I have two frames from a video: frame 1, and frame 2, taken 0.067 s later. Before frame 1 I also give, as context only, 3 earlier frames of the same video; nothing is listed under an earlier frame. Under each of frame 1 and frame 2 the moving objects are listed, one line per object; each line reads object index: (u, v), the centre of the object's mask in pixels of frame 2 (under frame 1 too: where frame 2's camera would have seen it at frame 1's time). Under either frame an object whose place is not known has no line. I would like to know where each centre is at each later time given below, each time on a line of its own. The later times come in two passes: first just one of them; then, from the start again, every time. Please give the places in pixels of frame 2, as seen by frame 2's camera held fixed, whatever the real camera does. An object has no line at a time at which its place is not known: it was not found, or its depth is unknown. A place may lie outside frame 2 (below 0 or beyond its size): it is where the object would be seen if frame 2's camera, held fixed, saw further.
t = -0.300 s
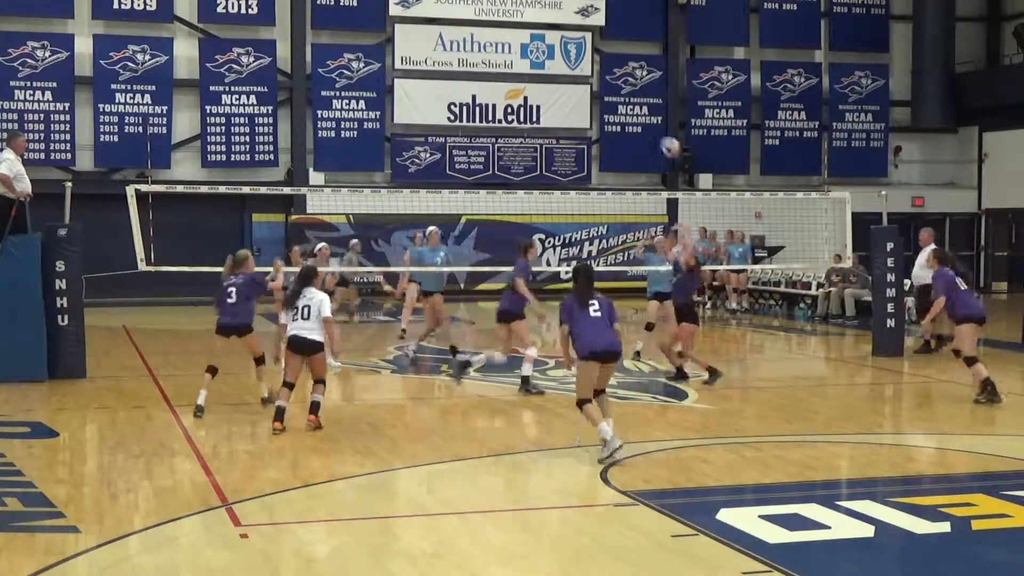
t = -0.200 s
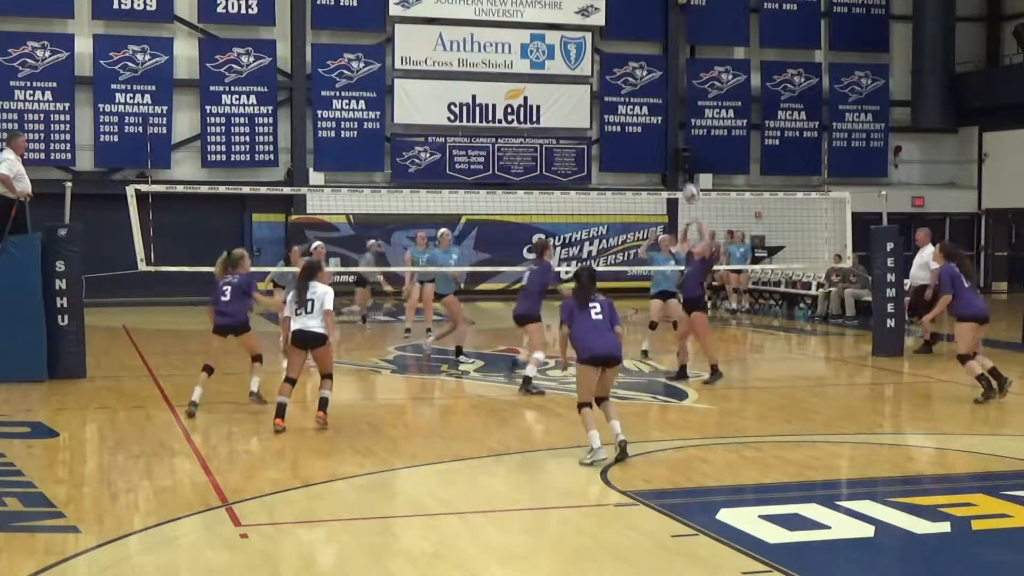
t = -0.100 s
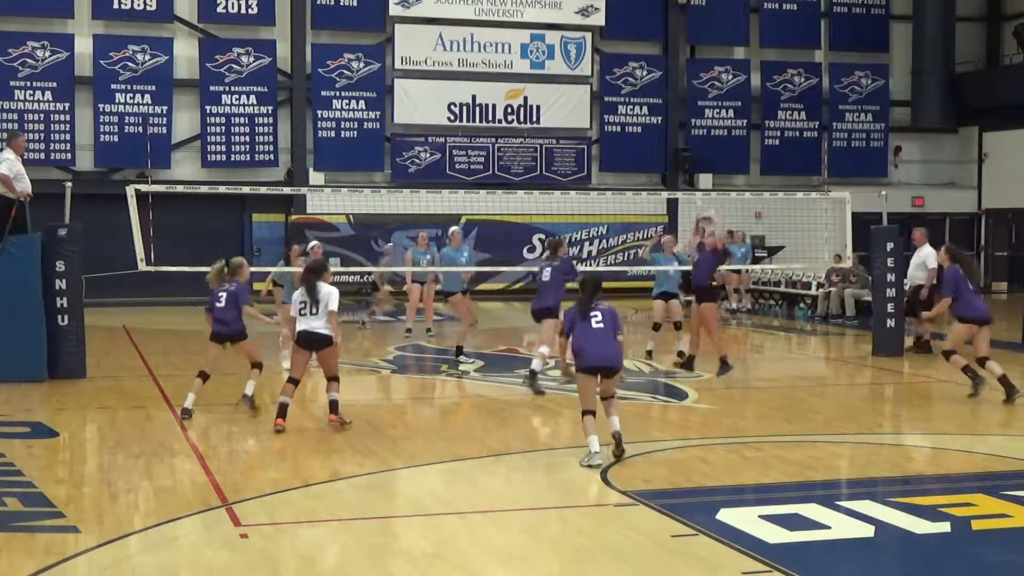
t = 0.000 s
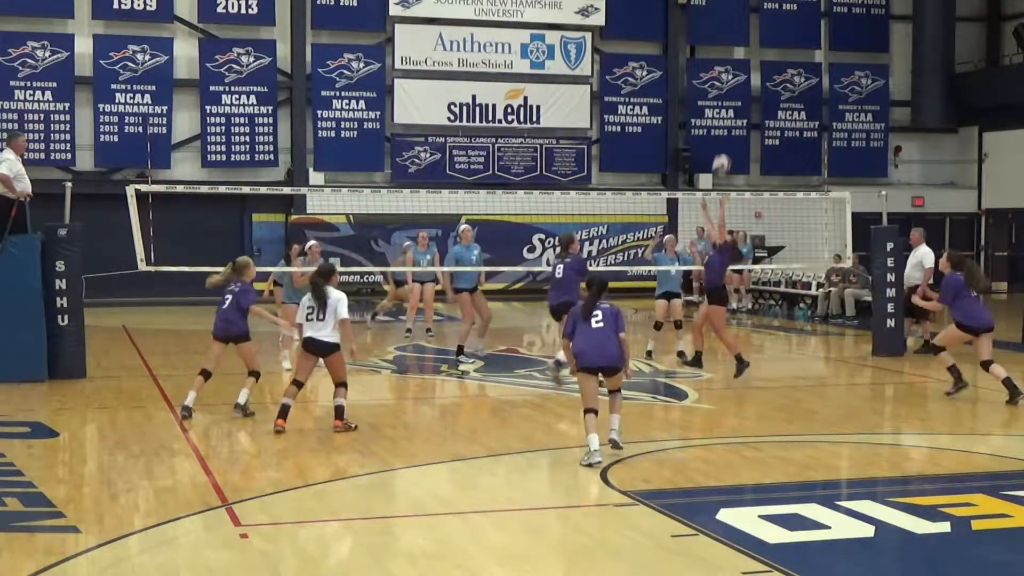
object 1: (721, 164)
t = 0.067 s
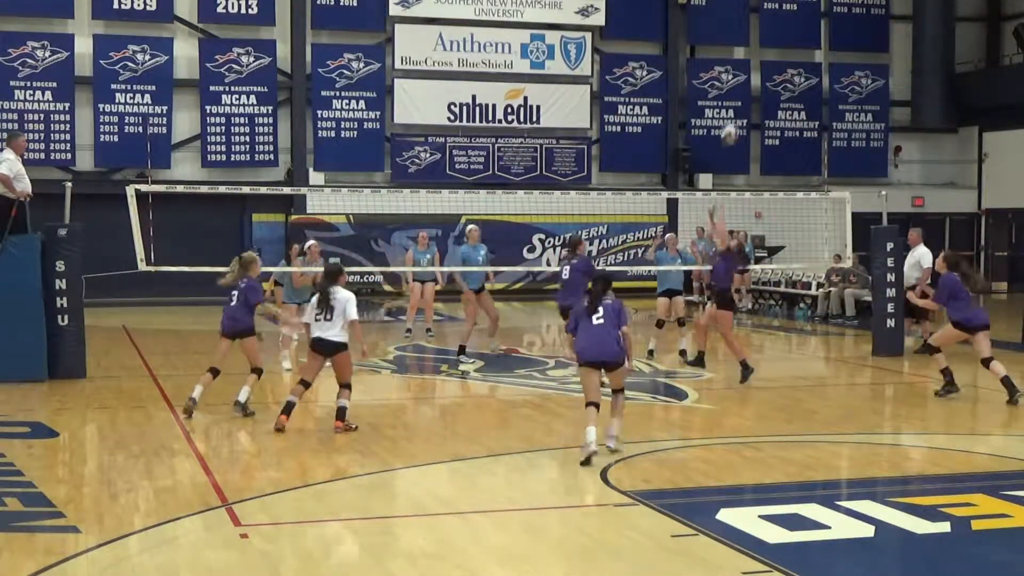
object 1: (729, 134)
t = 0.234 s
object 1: (750, 71)
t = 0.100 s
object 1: (734, 119)
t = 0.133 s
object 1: (739, 106)
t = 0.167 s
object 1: (742, 94)
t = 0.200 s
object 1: (745, 84)
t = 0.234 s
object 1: (750, 71)
